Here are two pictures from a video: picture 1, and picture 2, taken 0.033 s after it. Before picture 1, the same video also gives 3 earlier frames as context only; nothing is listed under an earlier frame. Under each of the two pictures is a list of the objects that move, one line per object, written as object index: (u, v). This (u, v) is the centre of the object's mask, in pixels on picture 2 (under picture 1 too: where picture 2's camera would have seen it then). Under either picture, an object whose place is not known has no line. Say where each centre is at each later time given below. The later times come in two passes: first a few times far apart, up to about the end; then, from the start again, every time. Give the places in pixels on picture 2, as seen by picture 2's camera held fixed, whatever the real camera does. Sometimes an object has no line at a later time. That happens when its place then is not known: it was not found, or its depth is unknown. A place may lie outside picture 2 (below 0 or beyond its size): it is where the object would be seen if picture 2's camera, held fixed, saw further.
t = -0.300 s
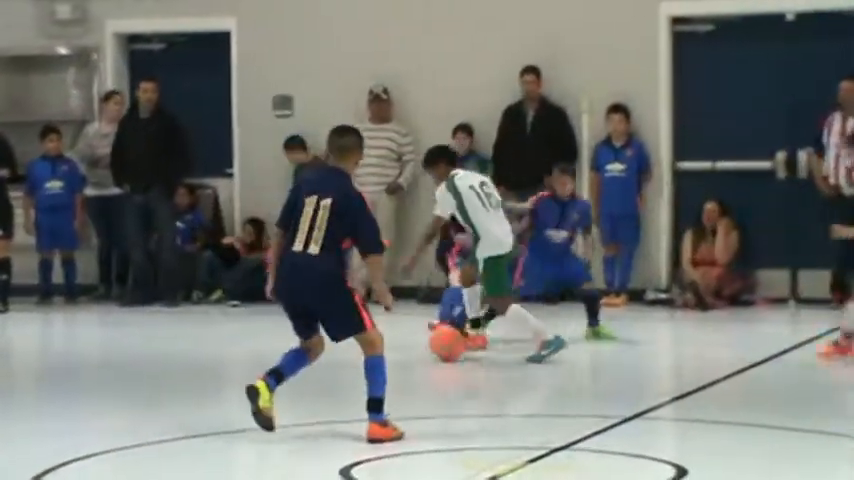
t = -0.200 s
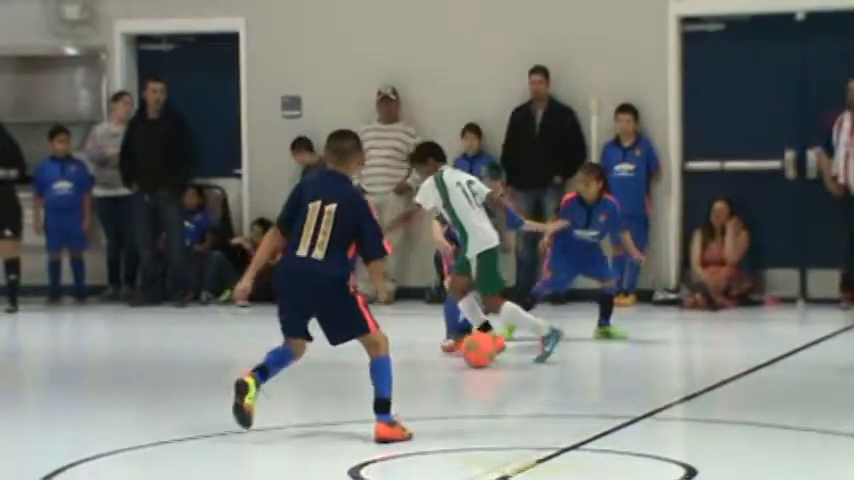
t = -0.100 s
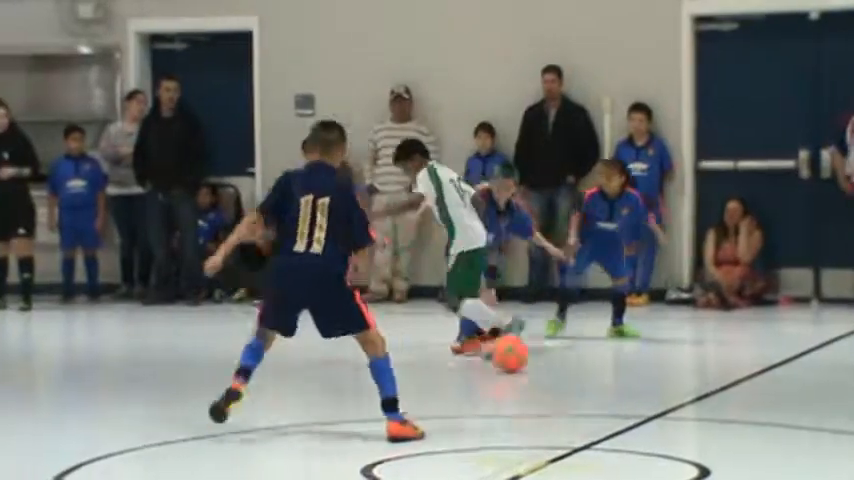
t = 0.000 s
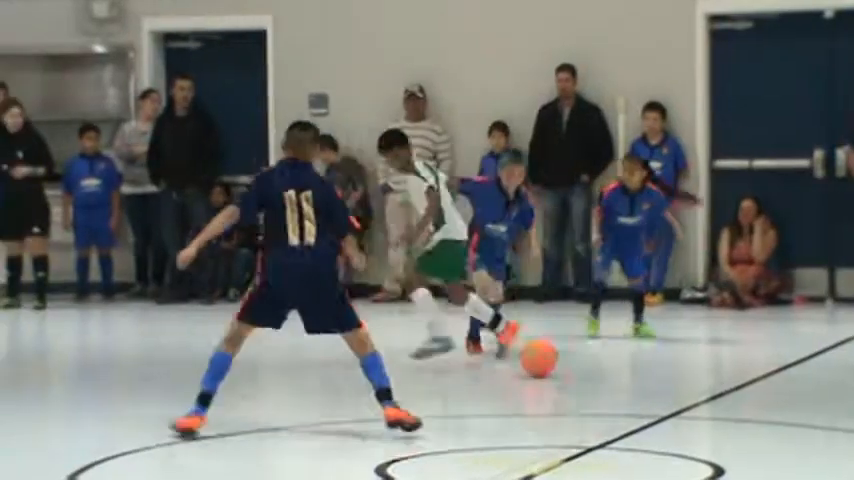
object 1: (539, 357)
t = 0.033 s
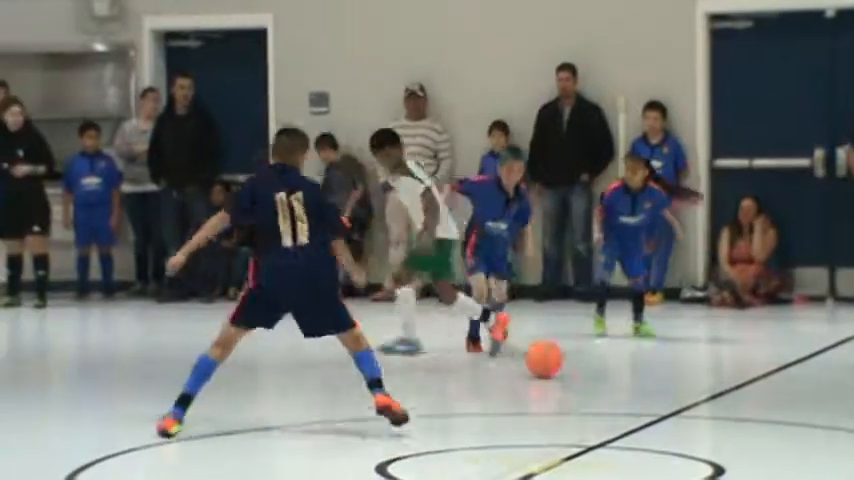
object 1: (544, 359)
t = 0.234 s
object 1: (574, 368)
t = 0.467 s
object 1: (610, 380)
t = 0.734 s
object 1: (655, 395)
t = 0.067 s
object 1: (548, 360)
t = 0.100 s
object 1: (553, 362)
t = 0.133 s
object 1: (559, 363)
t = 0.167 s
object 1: (563, 364)
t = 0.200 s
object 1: (568, 366)
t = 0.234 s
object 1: (574, 368)
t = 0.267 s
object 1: (579, 368)
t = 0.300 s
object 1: (583, 371)
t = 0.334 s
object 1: (589, 373)
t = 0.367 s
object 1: (594, 374)
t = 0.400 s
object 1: (600, 377)
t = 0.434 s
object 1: (605, 378)
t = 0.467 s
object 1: (610, 380)
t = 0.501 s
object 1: (617, 382)
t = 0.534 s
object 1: (622, 384)
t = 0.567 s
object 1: (628, 386)
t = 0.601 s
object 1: (633, 388)
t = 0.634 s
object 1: (640, 389)
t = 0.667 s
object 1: (645, 392)
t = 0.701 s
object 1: (650, 393)
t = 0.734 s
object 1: (655, 395)
